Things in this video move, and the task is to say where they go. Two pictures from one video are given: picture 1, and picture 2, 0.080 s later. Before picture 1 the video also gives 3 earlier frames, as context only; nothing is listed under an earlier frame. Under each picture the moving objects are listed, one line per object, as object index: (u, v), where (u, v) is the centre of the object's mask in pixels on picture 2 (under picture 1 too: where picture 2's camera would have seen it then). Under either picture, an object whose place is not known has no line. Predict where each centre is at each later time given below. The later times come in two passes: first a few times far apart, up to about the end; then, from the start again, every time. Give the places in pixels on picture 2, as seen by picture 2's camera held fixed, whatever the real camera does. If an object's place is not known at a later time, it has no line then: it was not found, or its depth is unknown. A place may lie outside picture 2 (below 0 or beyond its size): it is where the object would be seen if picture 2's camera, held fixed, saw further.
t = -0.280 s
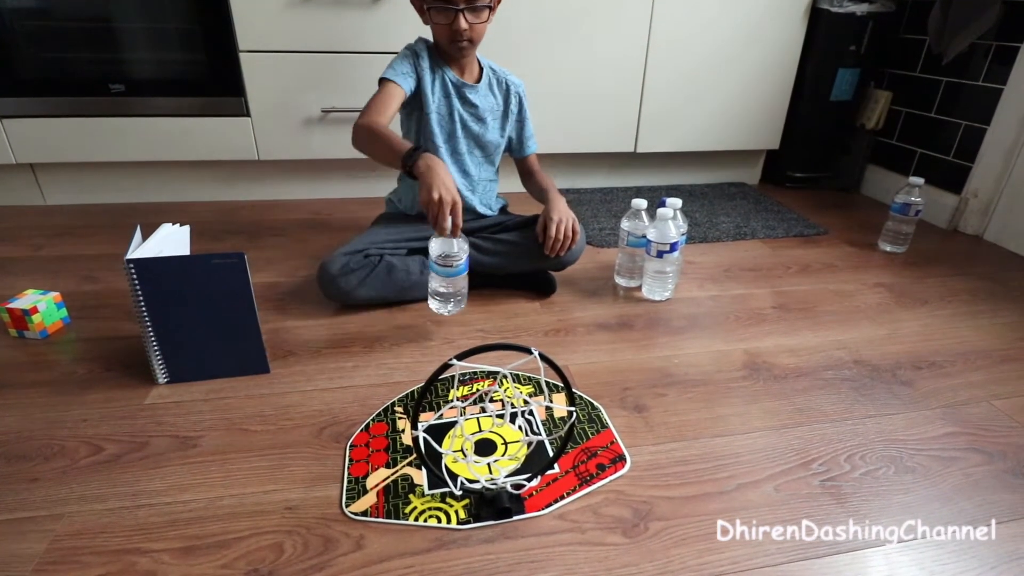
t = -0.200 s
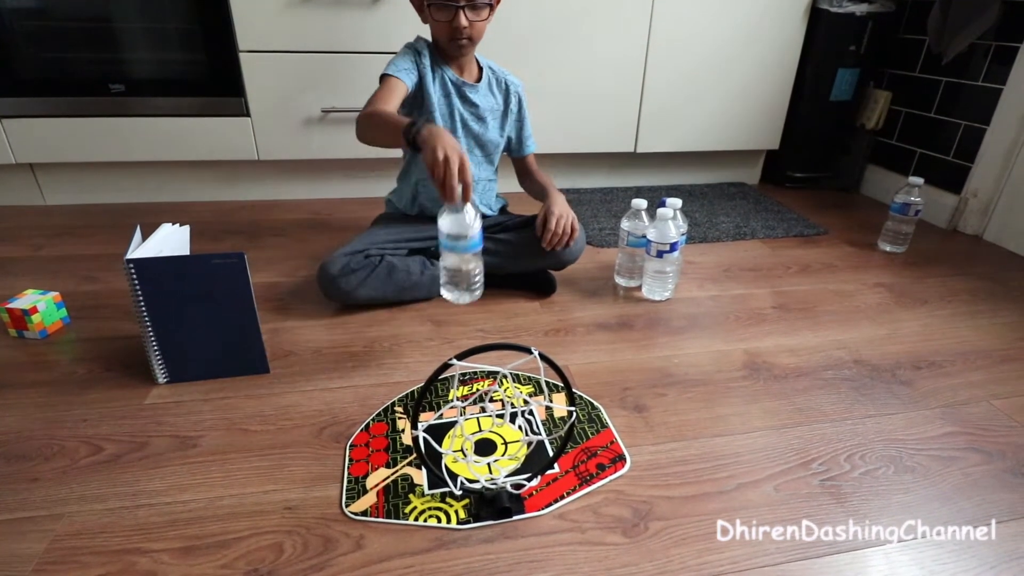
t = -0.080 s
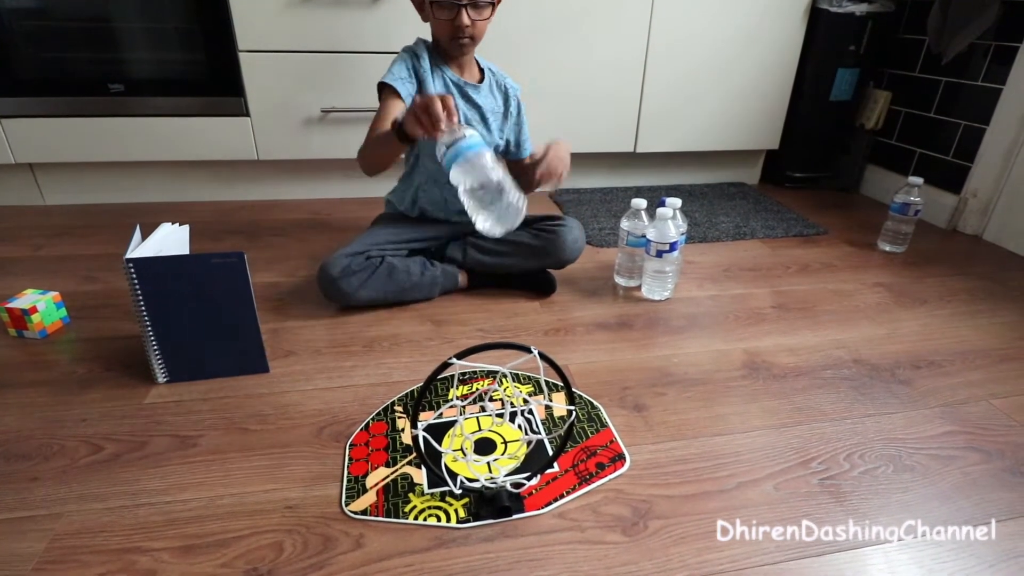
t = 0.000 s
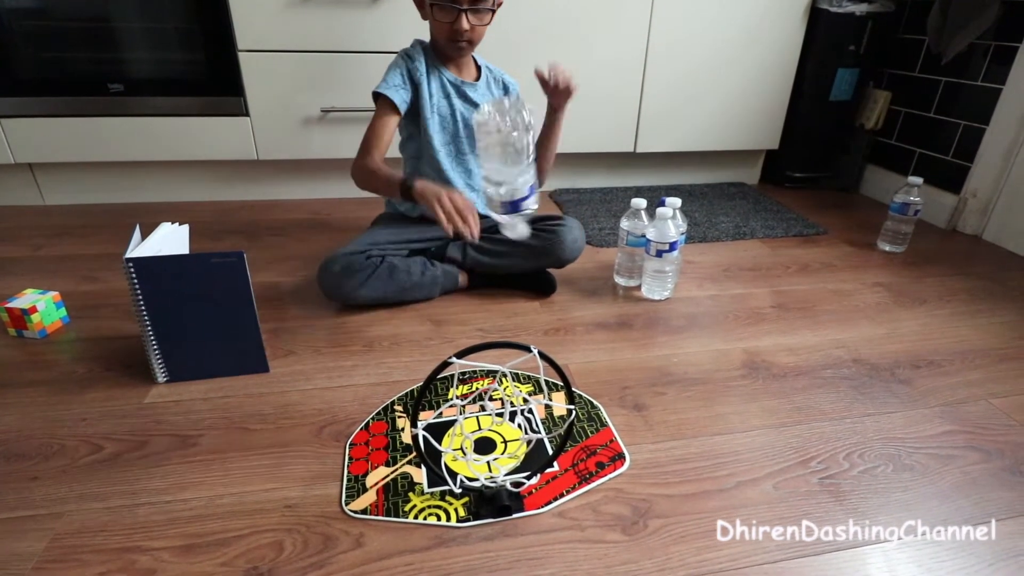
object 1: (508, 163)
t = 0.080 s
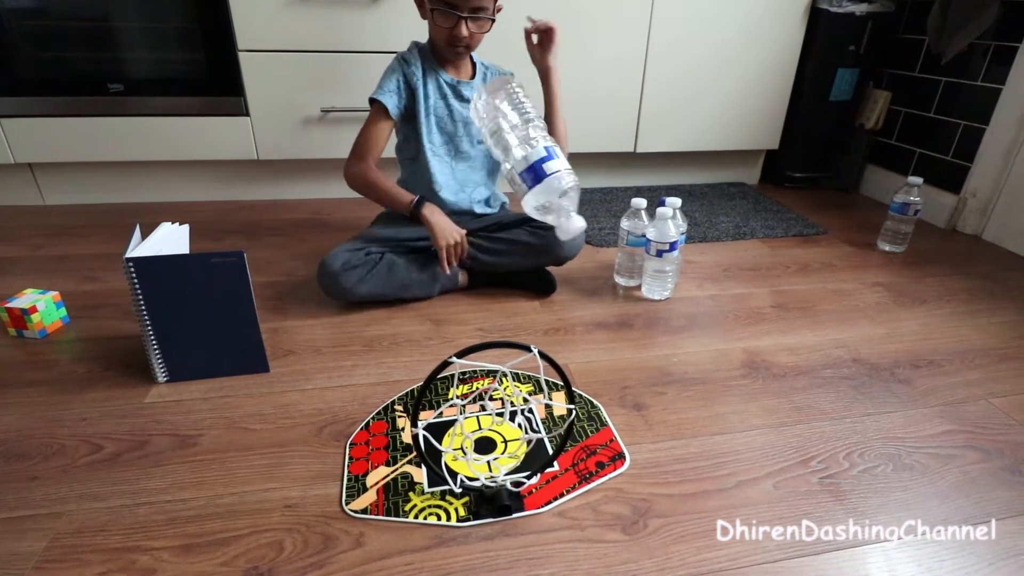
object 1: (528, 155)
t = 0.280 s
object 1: (580, 362)
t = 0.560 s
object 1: (651, 430)
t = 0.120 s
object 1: (538, 172)
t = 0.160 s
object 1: (545, 206)
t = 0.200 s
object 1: (553, 254)
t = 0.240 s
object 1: (558, 312)
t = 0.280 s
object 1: (580, 362)
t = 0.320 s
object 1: (594, 407)
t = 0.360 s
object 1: (634, 426)
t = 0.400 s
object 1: (635, 444)
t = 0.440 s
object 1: (641, 442)
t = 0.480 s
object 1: (646, 438)
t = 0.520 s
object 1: (649, 433)
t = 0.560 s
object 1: (651, 430)
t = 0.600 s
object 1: (652, 427)
